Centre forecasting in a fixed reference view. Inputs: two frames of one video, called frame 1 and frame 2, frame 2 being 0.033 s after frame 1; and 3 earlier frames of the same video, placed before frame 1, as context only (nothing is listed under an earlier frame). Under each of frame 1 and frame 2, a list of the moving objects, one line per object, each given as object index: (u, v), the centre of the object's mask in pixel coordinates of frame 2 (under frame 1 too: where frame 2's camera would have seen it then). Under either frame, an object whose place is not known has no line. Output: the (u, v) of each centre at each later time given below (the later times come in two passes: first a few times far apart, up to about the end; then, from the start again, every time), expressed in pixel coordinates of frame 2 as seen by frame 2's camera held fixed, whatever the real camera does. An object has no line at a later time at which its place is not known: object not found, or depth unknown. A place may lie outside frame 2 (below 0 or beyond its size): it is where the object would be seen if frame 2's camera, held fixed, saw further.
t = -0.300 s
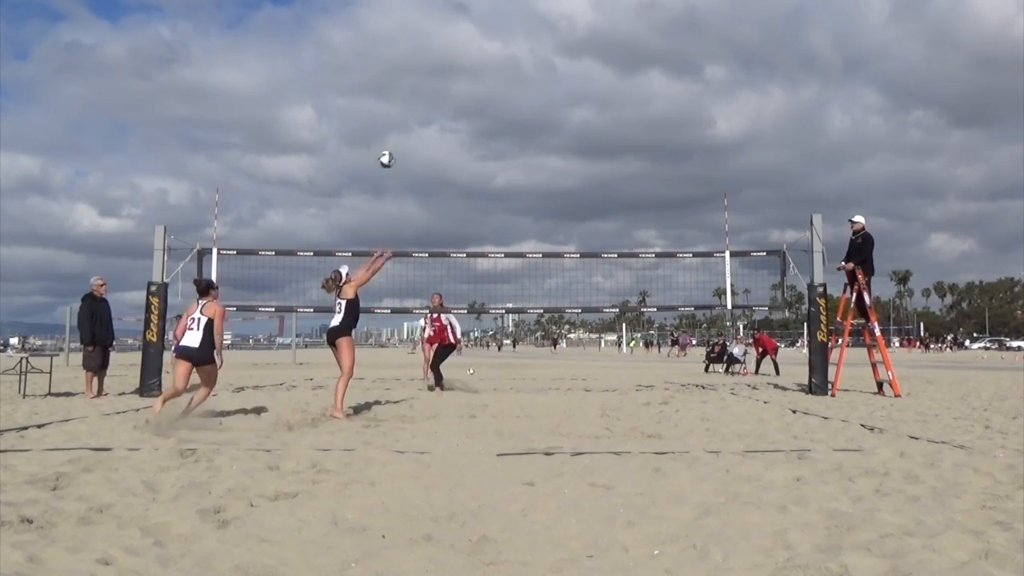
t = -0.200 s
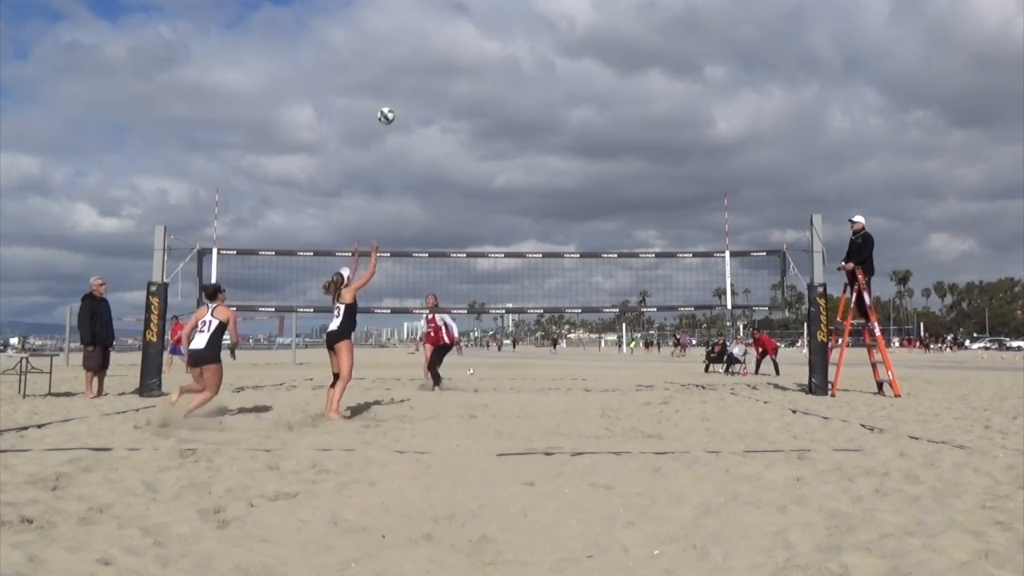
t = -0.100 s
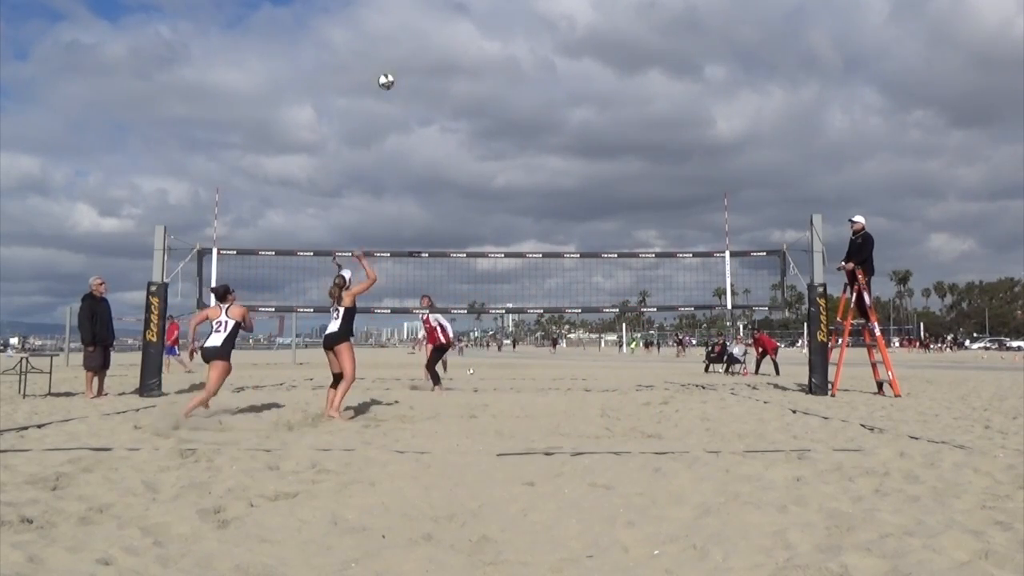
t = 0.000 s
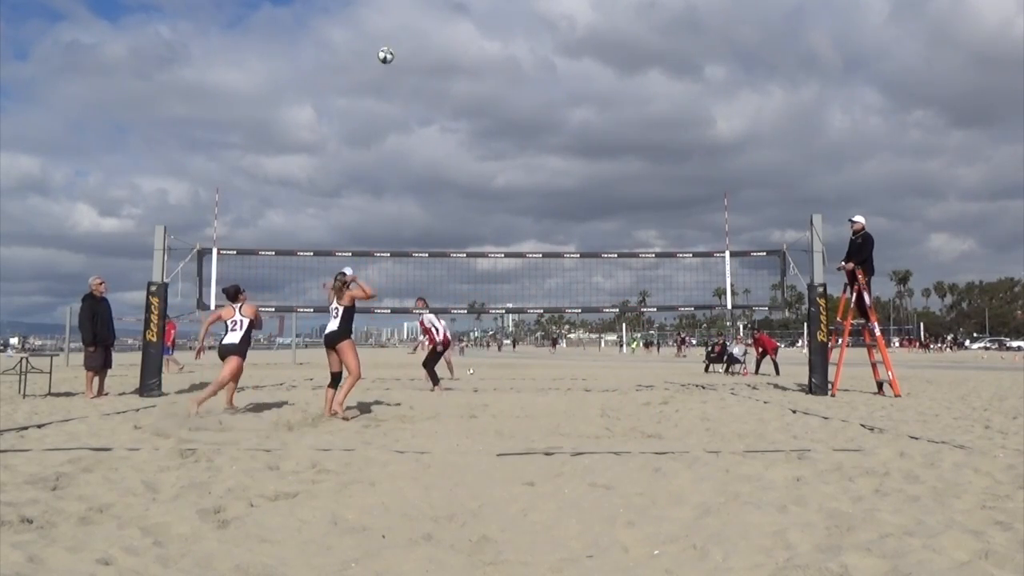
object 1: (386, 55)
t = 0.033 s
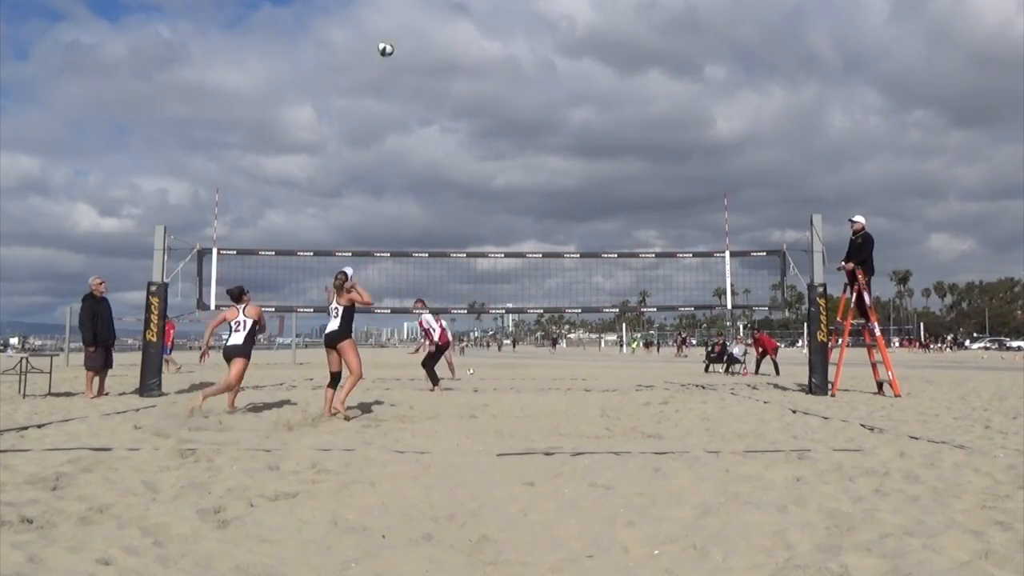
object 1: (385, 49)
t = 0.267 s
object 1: (386, 23)
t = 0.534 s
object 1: (390, 43)
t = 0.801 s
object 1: (394, 109)
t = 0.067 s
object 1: (385, 42)
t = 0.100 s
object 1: (385, 37)
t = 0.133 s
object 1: (386, 32)
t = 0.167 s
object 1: (386, 29)
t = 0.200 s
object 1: (386, 26)
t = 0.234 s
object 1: (386, 24)
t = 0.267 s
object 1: (386, 23)
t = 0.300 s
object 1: (387, 23)
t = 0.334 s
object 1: (387, 24)
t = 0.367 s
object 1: (388, 25)
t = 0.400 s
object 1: (388, 27)
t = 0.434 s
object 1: (388, 30)
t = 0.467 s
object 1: (389, 33)
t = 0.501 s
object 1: (389, 38)
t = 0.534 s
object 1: (390, 43)
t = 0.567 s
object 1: (390, 49)
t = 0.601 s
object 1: (391, 56)
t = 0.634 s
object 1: (391, 63)
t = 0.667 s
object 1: (391, 71)
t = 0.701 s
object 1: (392, 79)
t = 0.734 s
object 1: (393, 89)
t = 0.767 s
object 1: (394, 98)
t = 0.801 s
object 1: (394, 109)
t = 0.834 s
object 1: (395, 120)
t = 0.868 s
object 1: (396, 132)
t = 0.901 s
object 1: (397, 145)
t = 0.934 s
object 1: (398, 158)
